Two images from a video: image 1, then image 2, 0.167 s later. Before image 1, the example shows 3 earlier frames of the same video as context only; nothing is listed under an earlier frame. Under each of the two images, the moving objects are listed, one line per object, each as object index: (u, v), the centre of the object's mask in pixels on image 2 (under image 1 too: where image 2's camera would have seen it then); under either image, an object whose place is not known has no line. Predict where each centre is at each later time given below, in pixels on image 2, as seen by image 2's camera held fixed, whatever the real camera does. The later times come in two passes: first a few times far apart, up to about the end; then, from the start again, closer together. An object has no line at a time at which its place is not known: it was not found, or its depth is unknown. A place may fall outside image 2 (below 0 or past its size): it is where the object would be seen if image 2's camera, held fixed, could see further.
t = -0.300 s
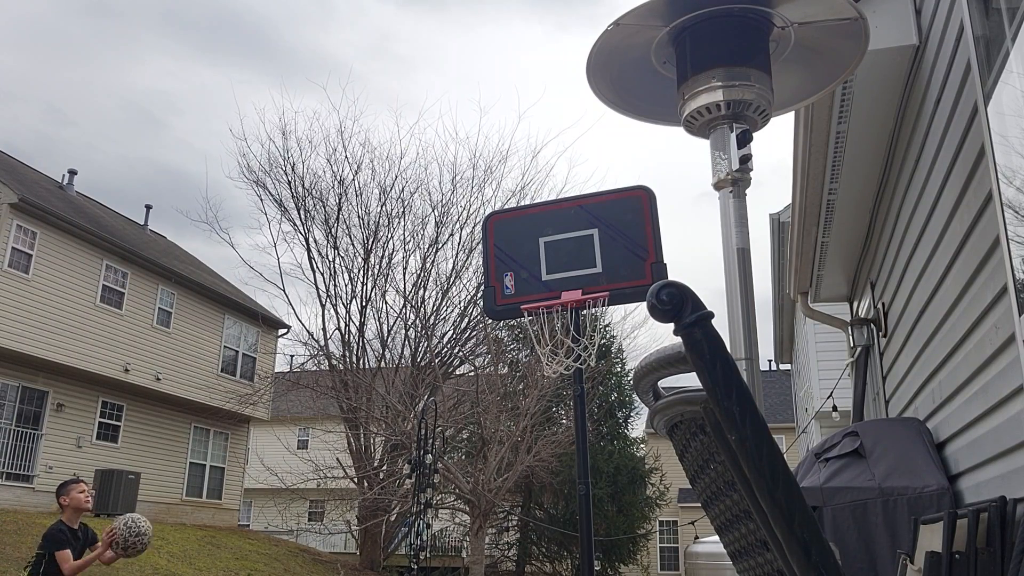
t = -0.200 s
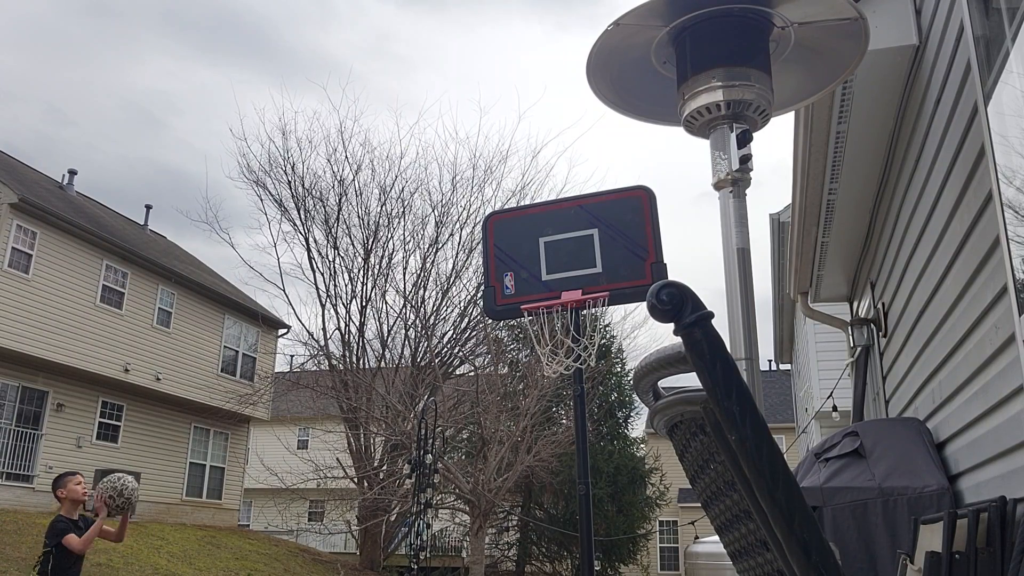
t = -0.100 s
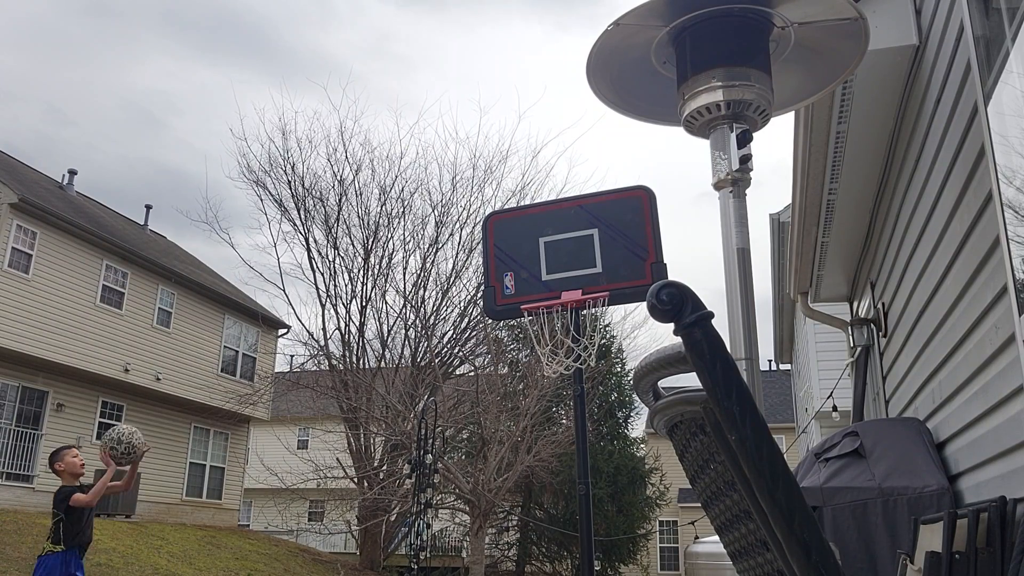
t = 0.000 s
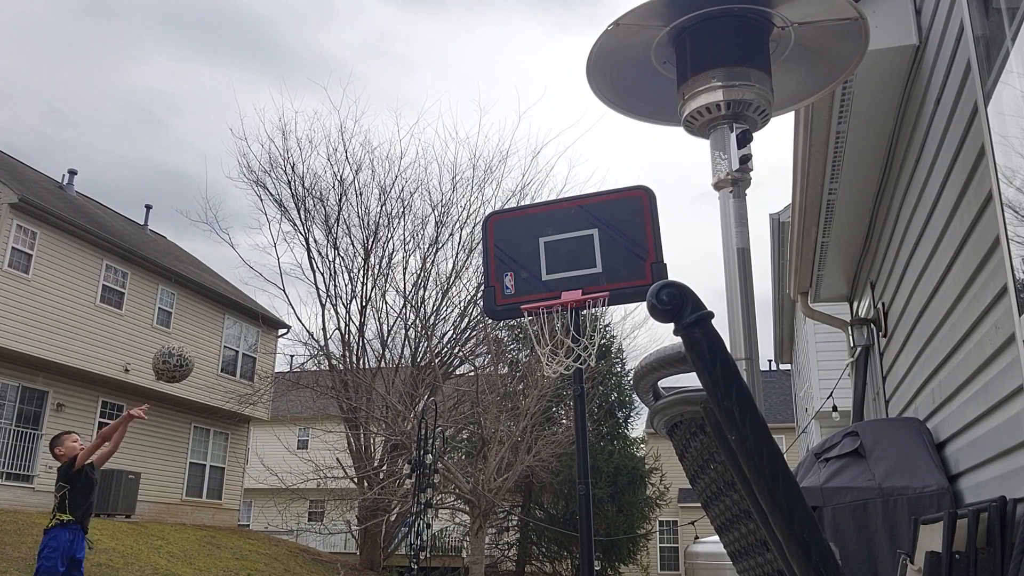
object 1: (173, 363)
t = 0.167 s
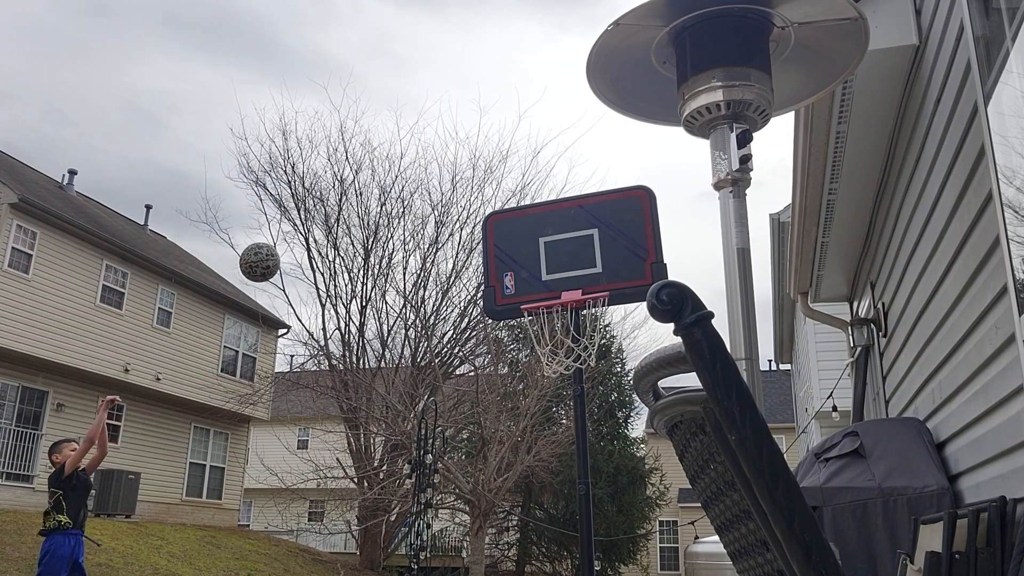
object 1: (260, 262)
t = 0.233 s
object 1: (292, 236)
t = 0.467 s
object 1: (400, 196)
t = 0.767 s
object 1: (539, 268)
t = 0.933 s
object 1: (603, 346)
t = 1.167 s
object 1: (608, 432)
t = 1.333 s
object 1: (613, 560)
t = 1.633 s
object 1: (572, 524)
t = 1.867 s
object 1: (520, 427)
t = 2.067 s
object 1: (474, 441)
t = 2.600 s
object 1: (342, 564)
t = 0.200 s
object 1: (276, 248)
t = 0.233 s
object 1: (292, 236)
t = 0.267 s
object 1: (308, 225)
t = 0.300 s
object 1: (323, 216)
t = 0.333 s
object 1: (339, 209)
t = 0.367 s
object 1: (355, 203)
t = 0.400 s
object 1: (370, 199)
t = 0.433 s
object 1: (385, 197)
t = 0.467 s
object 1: (400, 196)
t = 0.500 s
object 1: (416, 197)
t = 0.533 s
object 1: (431, 200)
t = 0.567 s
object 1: (446, 204)
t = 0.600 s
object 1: (461, 210)
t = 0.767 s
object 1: (539, 268)
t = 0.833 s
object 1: (572, 305)
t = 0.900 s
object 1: (601, 342)
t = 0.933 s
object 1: (603, 346)
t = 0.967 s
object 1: (604, 352)
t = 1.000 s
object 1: (604, 361)
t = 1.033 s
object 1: (605, 369)
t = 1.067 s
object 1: (606, 382)
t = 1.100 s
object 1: (607, 398)
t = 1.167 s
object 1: (608, 432)
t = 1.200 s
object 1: (609, 454)
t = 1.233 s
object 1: (610, 478)
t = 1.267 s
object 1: (611, 505)
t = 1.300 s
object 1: (612, 535)
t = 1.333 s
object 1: (613, 560)
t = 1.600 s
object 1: (579, 548)
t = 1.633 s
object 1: (572, 524)
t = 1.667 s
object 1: (564, 501)
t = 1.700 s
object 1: (557, 483)
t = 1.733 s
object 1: (549, 467)
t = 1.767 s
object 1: (542, 454)
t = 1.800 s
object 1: (535, 442)
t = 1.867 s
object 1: (520, 427)
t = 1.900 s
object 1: (513, 424)
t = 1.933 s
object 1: (505, 423)
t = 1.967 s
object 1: (498, 424)
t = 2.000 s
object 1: (490, 428)
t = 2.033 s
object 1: (482, 433)
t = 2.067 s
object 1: (474, 441)
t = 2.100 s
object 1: (467, 452)
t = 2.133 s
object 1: (458, 467)
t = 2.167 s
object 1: (451, 484)
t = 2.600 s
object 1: (342, 564)
